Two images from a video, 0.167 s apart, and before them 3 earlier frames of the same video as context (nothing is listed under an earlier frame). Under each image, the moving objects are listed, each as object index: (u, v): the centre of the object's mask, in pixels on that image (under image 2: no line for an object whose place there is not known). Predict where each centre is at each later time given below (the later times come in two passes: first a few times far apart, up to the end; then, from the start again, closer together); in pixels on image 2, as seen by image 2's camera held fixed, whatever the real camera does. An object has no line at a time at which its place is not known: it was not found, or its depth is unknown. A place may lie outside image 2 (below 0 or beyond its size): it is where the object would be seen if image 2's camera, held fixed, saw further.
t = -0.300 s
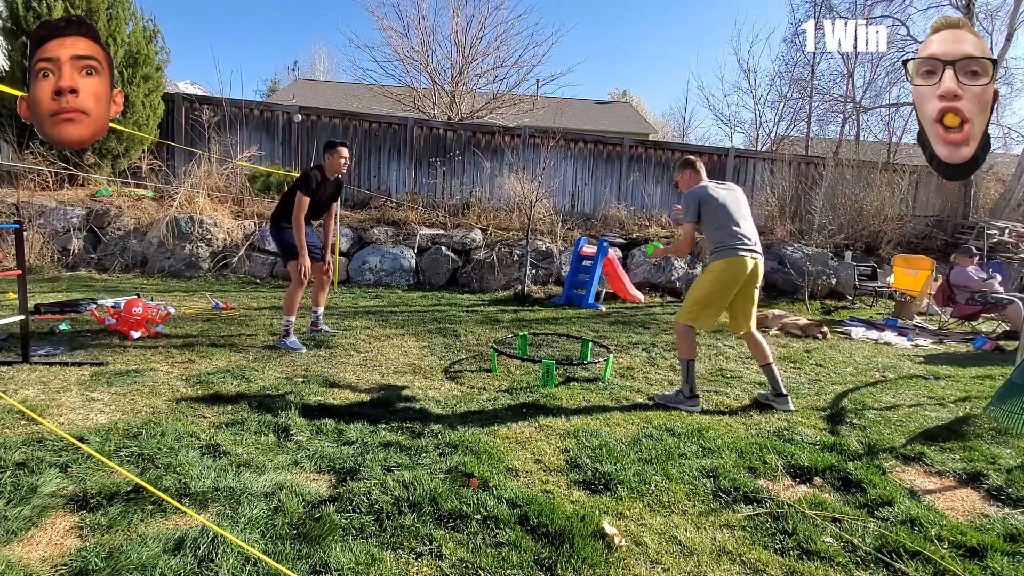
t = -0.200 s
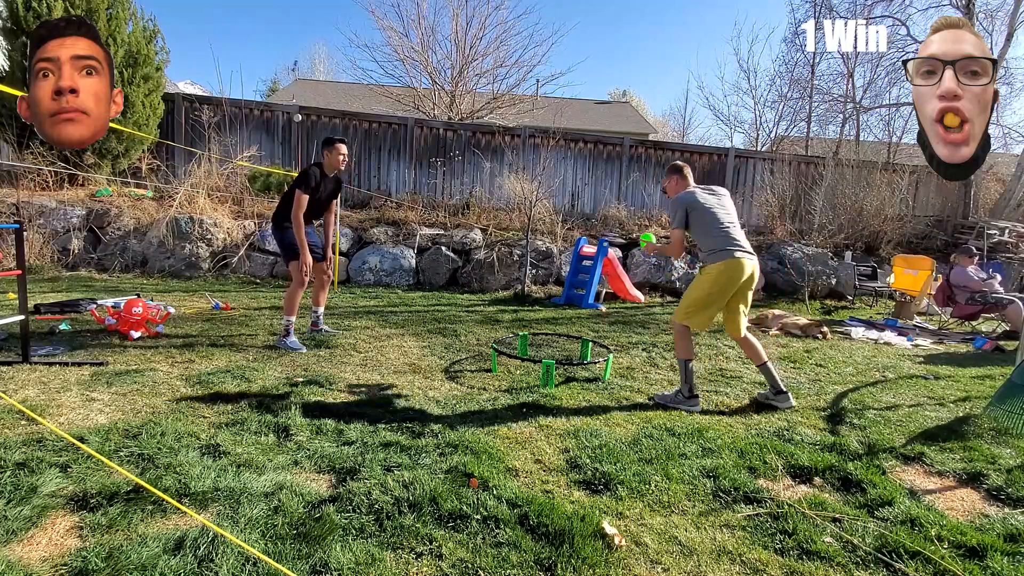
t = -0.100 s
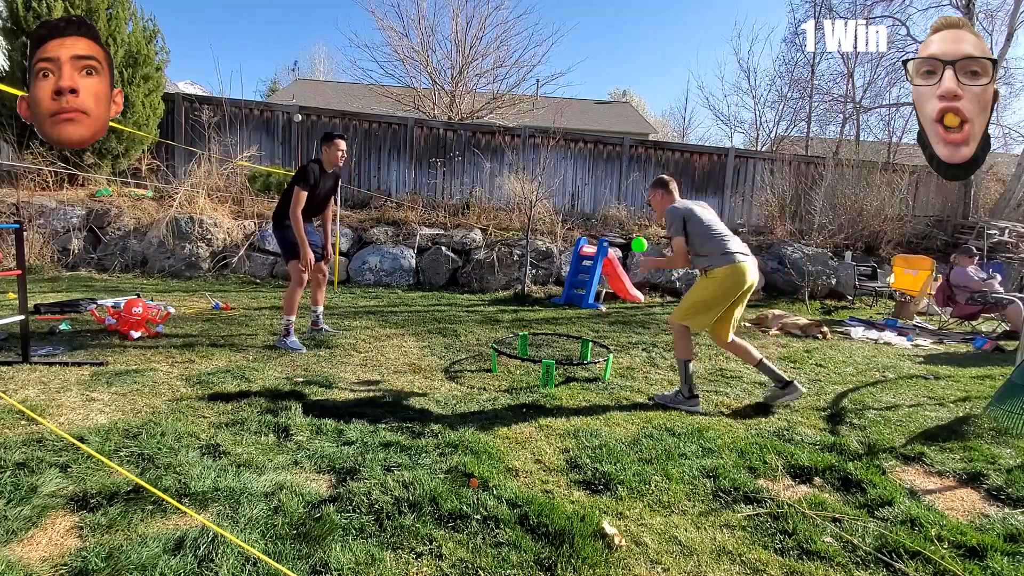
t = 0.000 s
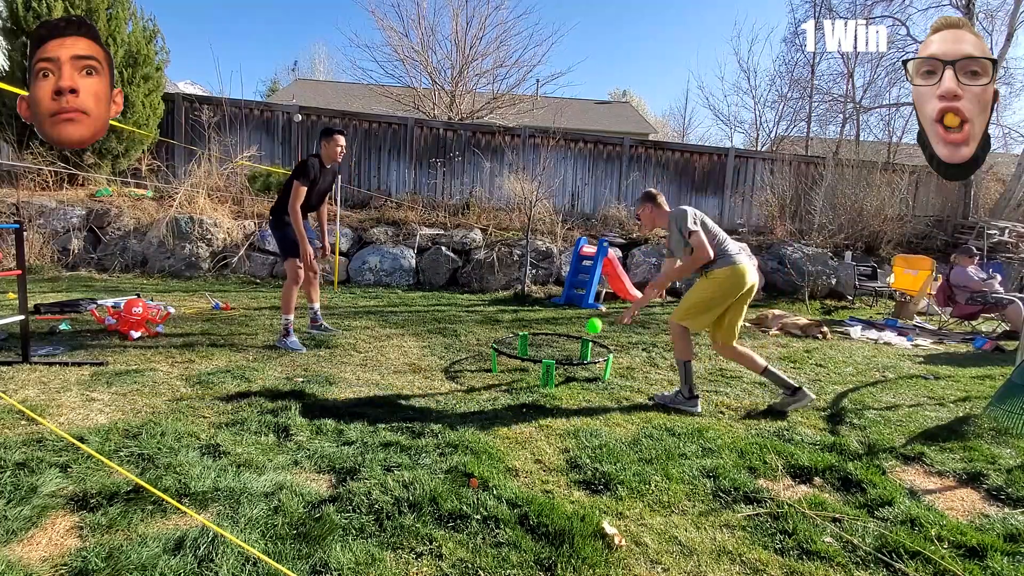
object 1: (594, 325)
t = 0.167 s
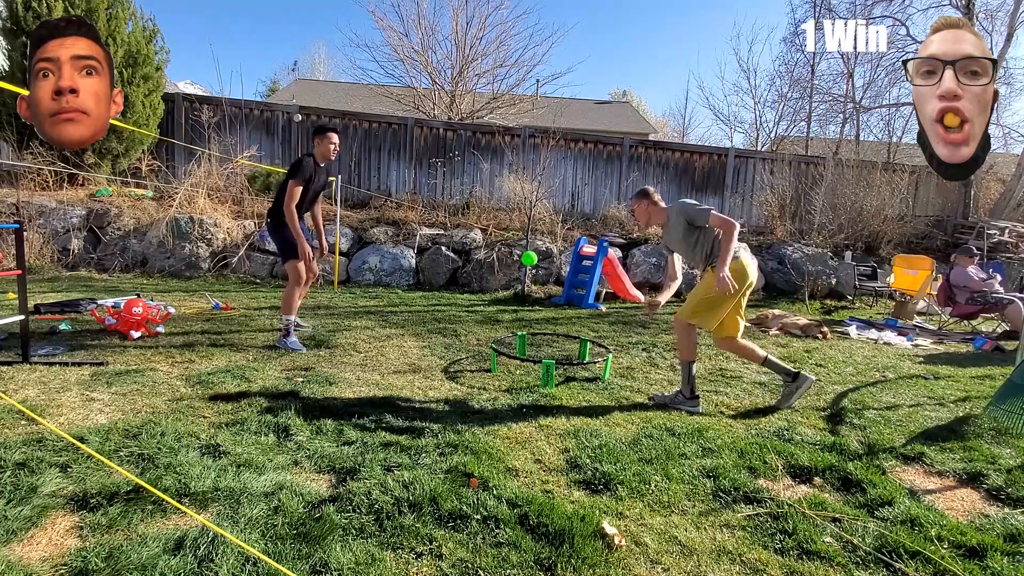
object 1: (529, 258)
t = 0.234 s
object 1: (505, 219)
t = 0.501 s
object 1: (401, 112)
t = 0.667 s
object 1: (332, 92)
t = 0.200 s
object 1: (517, 239)
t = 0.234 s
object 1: (505, 219)
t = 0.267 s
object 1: (493, 201)
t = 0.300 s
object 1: (480, 184)
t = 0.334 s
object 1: (467, 169)
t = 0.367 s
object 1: (454, 155)
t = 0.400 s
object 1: (442, 142)
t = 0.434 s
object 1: (428, 131)
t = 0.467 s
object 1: (415, 120)
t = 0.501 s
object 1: (401, 112)
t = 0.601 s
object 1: (360, 94)
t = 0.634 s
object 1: (346, 92)
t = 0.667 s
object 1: (332, 92)
